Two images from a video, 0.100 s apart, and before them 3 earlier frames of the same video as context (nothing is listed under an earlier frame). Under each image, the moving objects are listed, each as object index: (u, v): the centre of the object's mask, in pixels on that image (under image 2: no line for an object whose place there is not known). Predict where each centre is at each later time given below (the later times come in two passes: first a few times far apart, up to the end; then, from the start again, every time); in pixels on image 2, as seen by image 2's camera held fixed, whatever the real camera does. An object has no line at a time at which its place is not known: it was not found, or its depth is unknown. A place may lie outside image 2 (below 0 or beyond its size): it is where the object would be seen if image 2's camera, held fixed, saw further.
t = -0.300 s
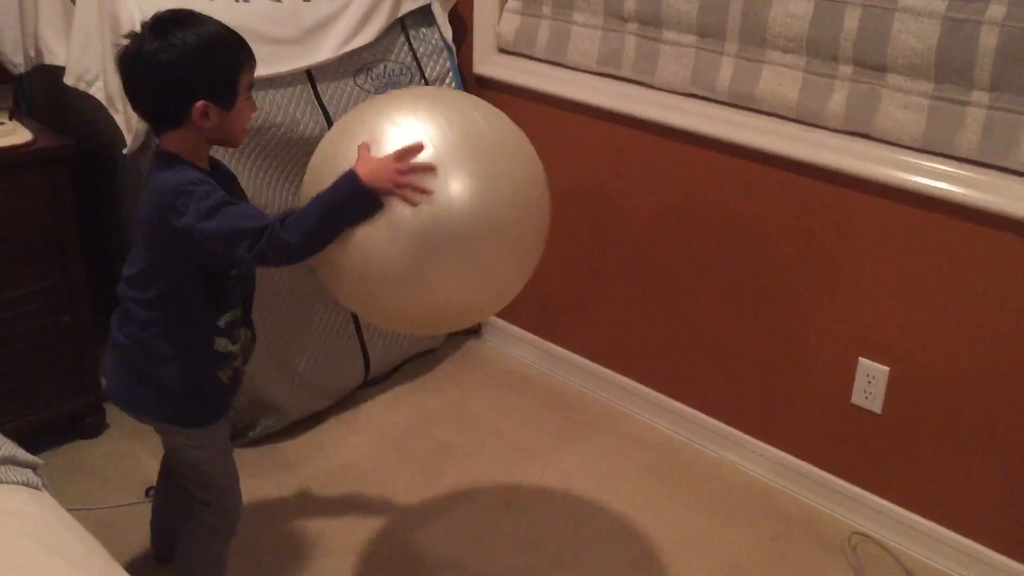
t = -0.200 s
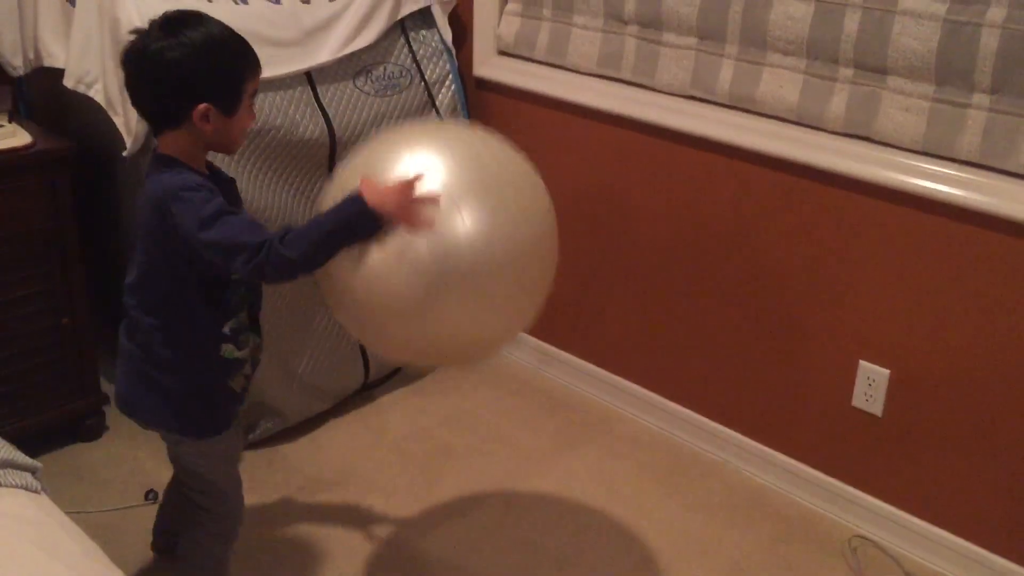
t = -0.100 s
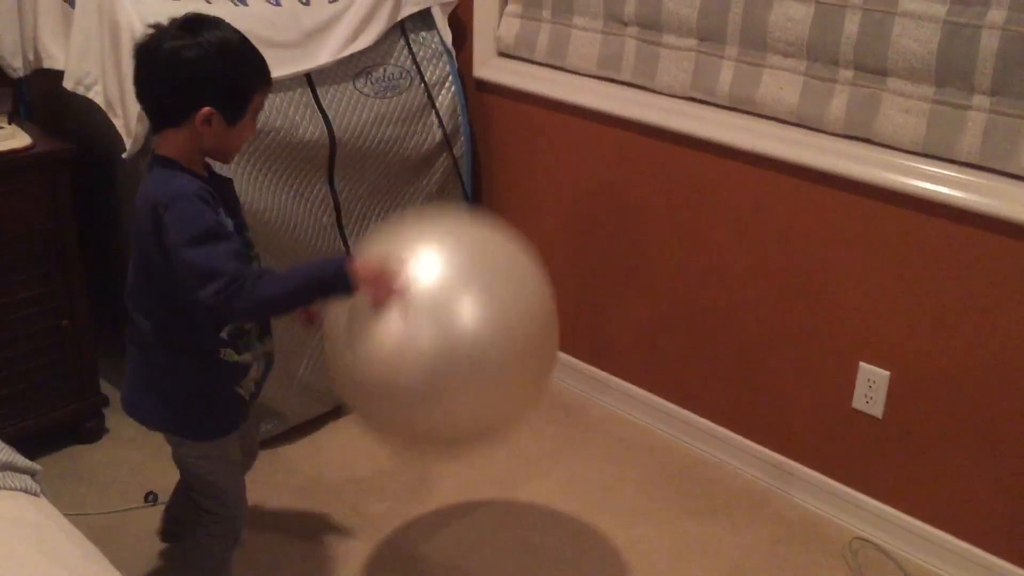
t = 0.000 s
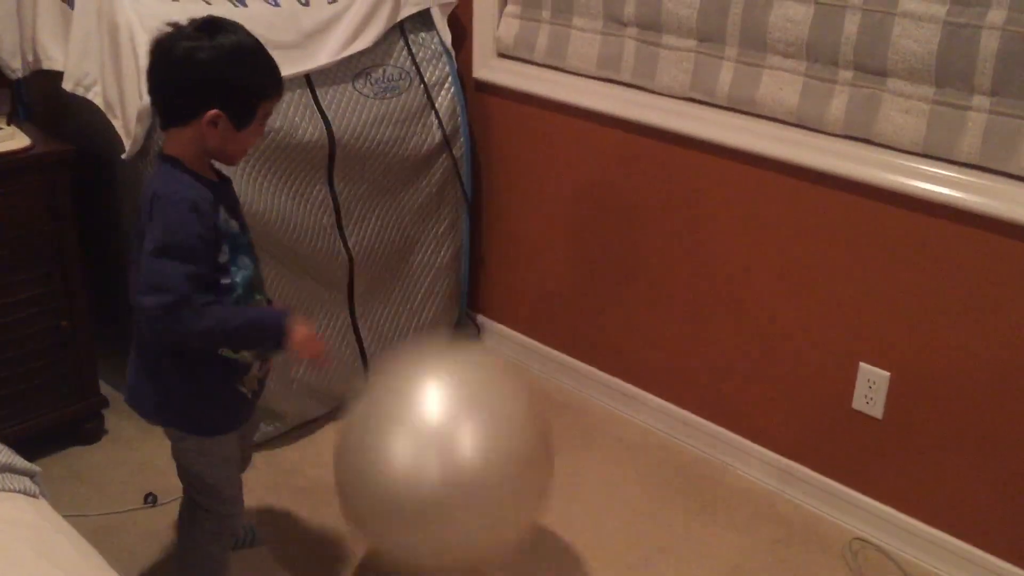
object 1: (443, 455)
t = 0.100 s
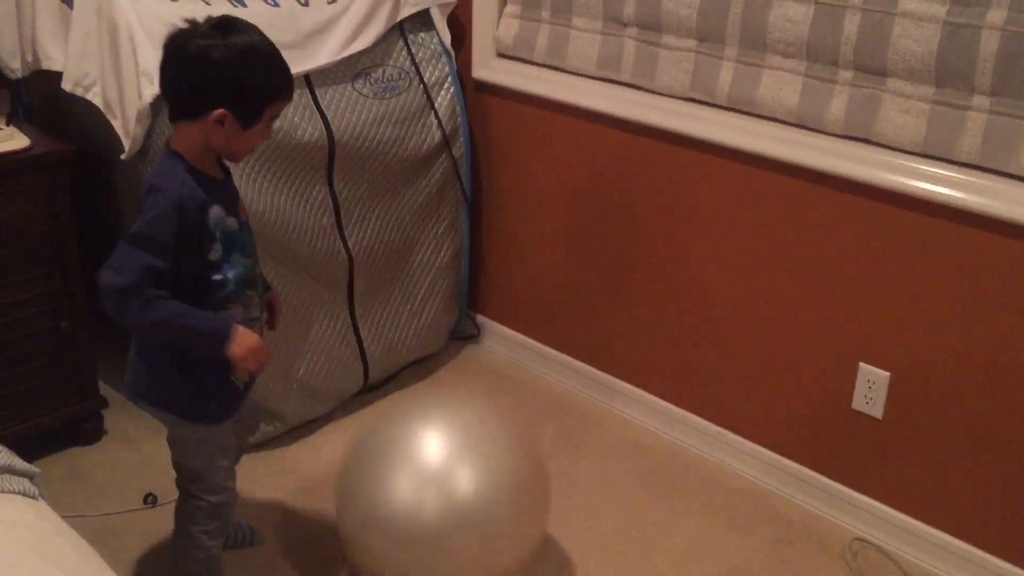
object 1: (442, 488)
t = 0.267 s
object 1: (436, 330)
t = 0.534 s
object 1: (427, 294)
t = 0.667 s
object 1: (422, 383)
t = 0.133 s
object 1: (440, 455)
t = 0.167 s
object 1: (440, 416)
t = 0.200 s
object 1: (439, 383)
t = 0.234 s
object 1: (437, 355)
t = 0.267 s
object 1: (436, 330)
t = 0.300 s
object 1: (435, 309)
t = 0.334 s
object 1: (434, 294)
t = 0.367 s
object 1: (432, 283)
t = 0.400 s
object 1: (431, 276)
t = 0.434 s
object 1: (430, 274)
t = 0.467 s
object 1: (429, 277)
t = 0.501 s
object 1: (428, 283)
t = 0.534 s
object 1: (427, 294)
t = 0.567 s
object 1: (426, 309)
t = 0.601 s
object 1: (425, 330)
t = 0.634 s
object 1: (423, 354)
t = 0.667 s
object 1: (422, 383)
